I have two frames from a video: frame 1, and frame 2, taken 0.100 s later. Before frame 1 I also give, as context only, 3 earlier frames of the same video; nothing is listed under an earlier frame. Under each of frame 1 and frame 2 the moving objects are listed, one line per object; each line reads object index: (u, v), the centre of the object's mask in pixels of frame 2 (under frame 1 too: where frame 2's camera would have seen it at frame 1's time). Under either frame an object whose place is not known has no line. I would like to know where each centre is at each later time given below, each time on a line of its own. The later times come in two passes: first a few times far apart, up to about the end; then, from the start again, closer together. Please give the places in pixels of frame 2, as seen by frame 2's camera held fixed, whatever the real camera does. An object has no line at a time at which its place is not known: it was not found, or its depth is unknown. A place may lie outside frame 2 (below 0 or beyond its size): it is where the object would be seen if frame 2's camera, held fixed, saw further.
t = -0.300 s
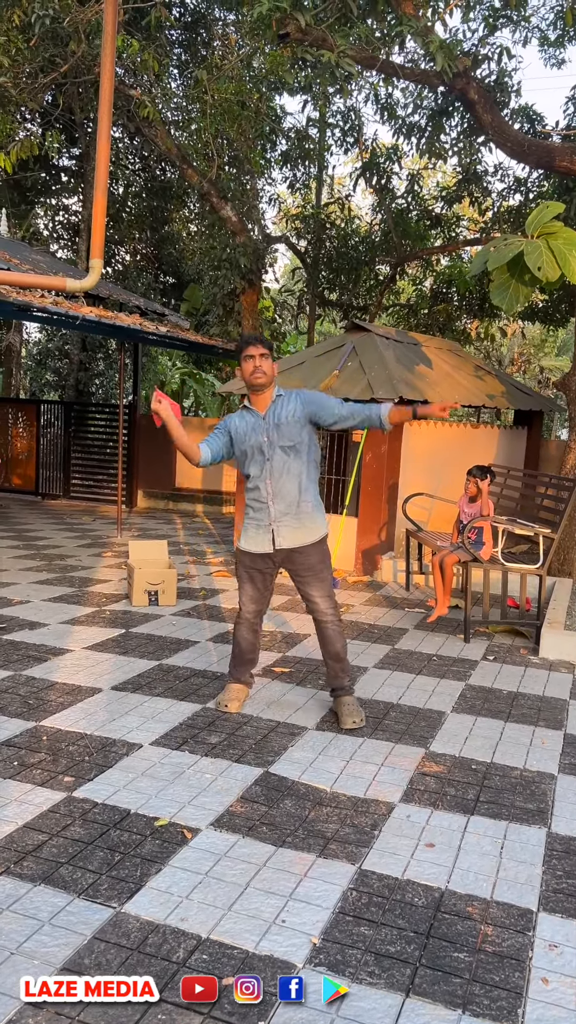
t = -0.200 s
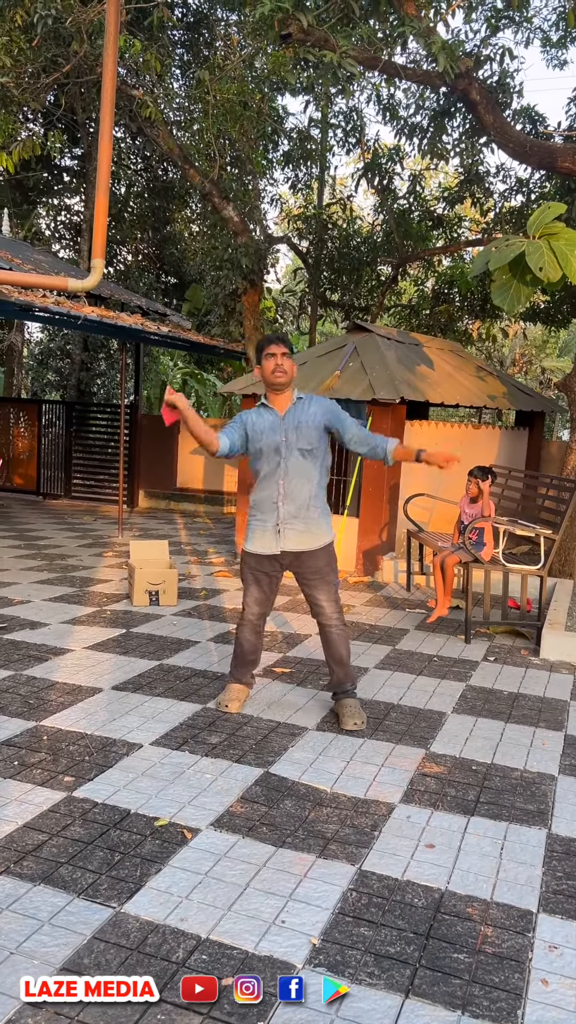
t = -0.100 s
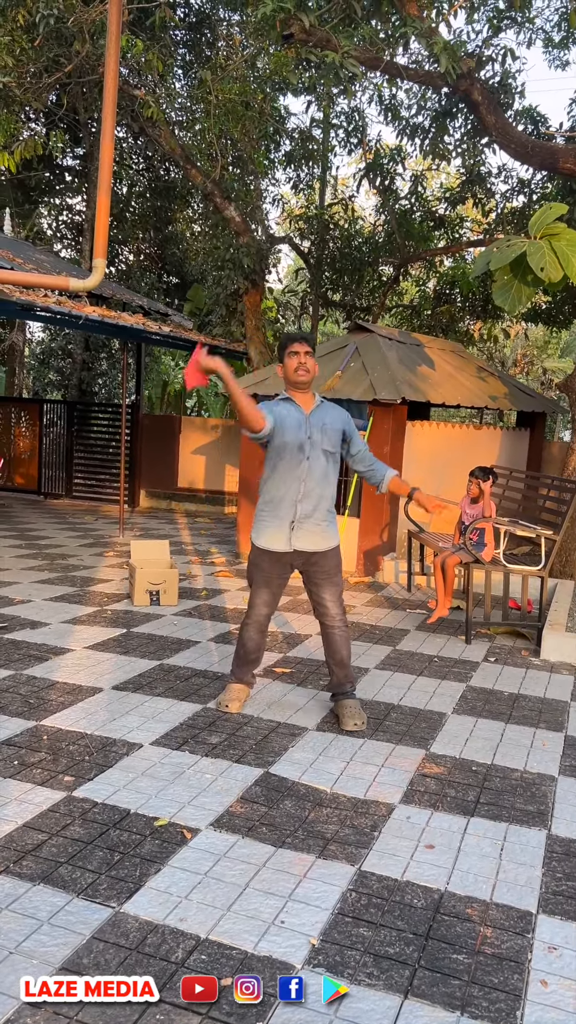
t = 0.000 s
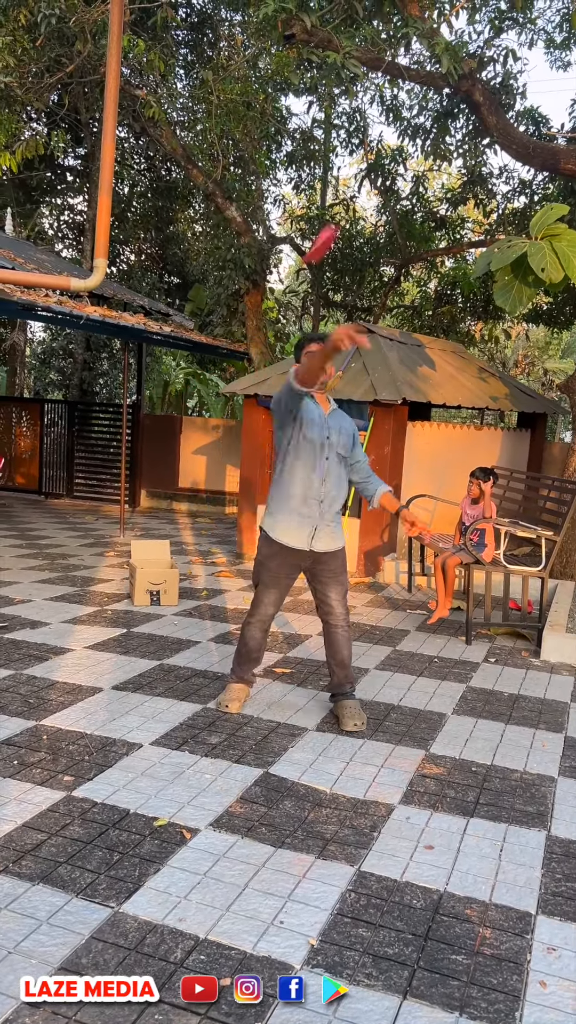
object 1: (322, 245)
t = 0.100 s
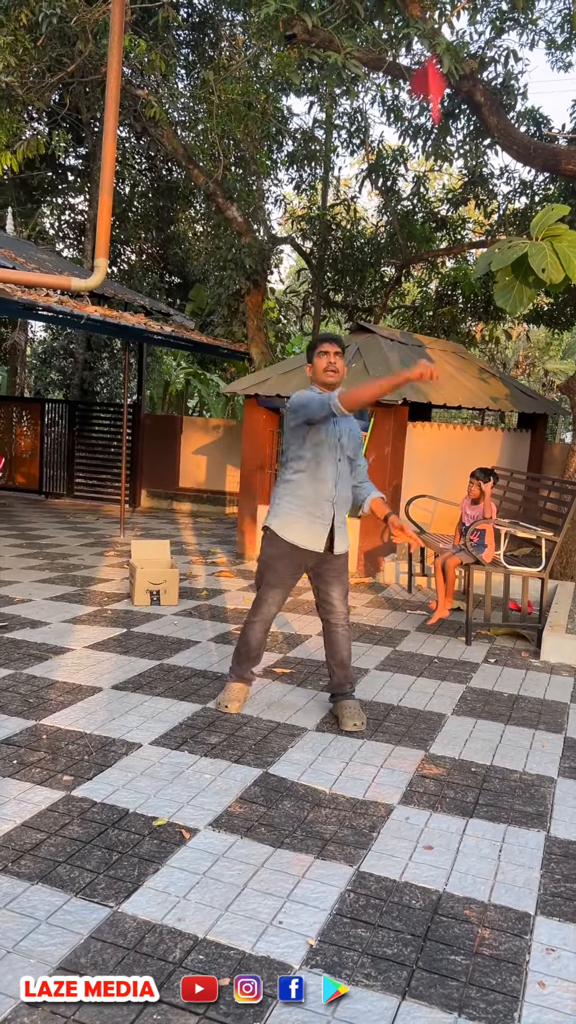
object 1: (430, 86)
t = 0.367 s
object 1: (190, 67)
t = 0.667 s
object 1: (3, 579)
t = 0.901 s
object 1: (130, 643)
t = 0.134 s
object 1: (441, 37)
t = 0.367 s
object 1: (190, 67)
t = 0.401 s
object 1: (135, 134)
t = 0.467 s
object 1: (44, 279)
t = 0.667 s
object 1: (3, 579)
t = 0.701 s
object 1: (16, 599)
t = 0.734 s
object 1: (33, 616)
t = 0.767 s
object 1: (52, 628)
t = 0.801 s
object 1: (72, 636)
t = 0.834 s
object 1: (92, 641)
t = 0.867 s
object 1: (112, 643)
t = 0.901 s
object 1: (130, 643)
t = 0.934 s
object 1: (148, 643)
